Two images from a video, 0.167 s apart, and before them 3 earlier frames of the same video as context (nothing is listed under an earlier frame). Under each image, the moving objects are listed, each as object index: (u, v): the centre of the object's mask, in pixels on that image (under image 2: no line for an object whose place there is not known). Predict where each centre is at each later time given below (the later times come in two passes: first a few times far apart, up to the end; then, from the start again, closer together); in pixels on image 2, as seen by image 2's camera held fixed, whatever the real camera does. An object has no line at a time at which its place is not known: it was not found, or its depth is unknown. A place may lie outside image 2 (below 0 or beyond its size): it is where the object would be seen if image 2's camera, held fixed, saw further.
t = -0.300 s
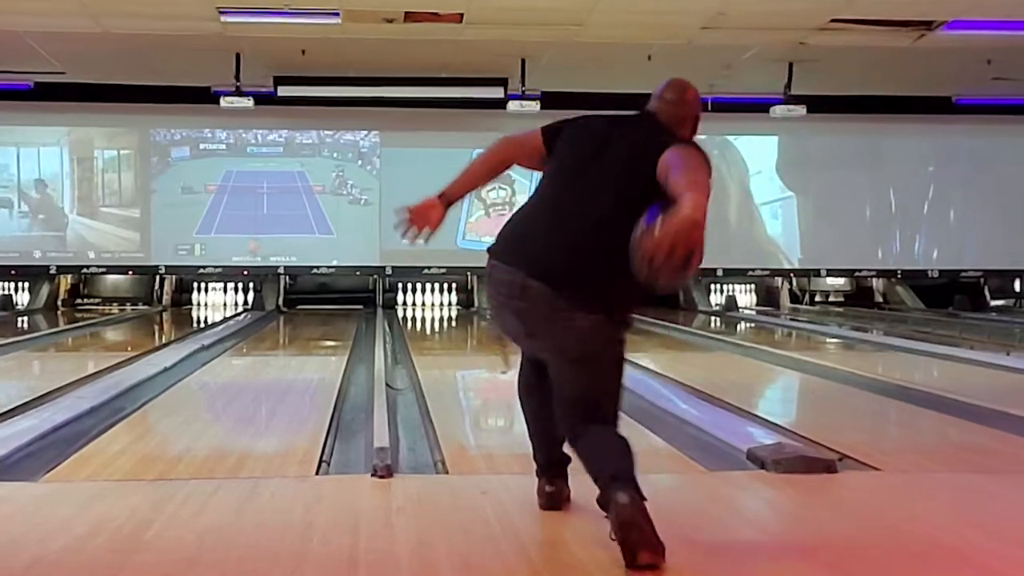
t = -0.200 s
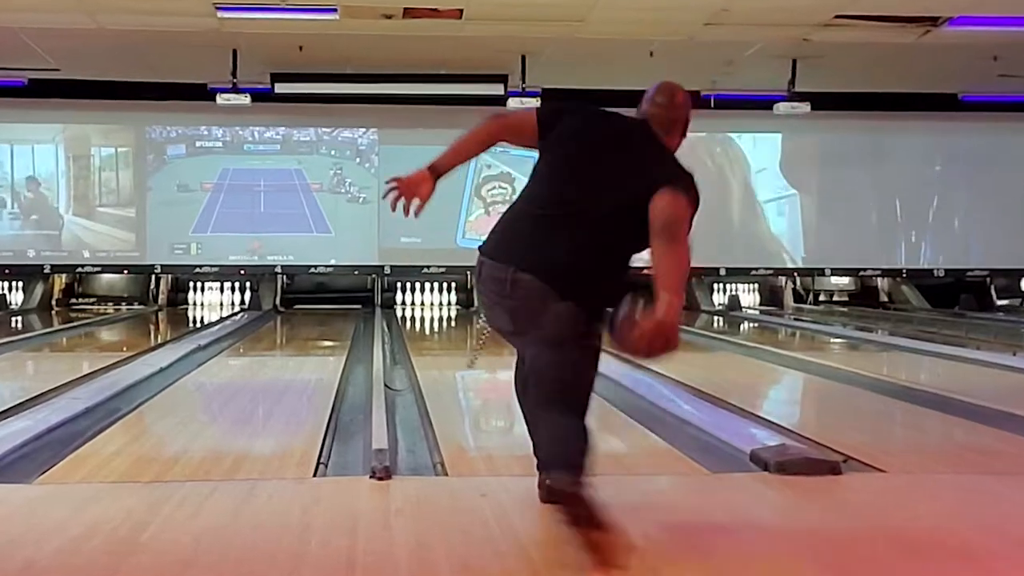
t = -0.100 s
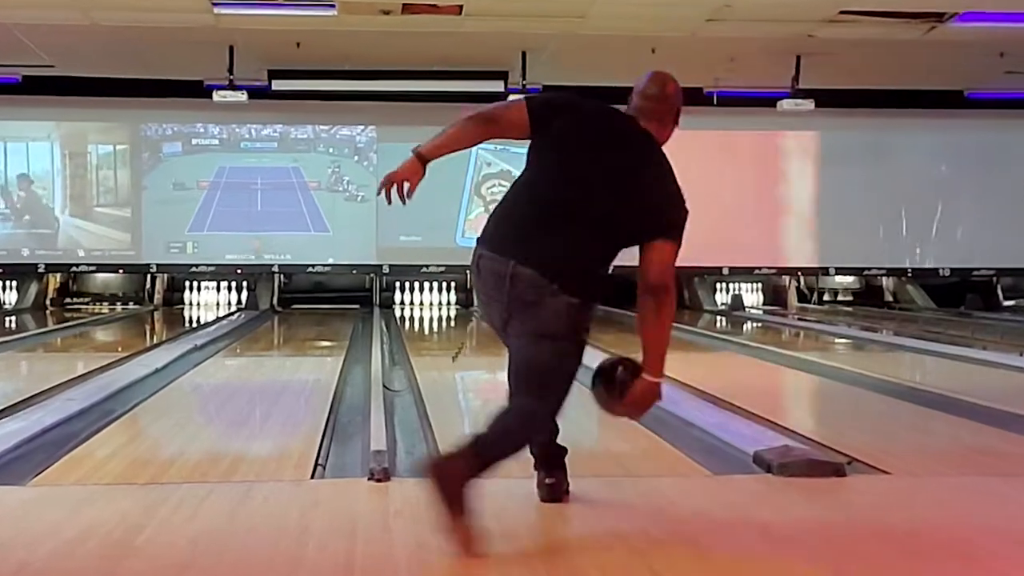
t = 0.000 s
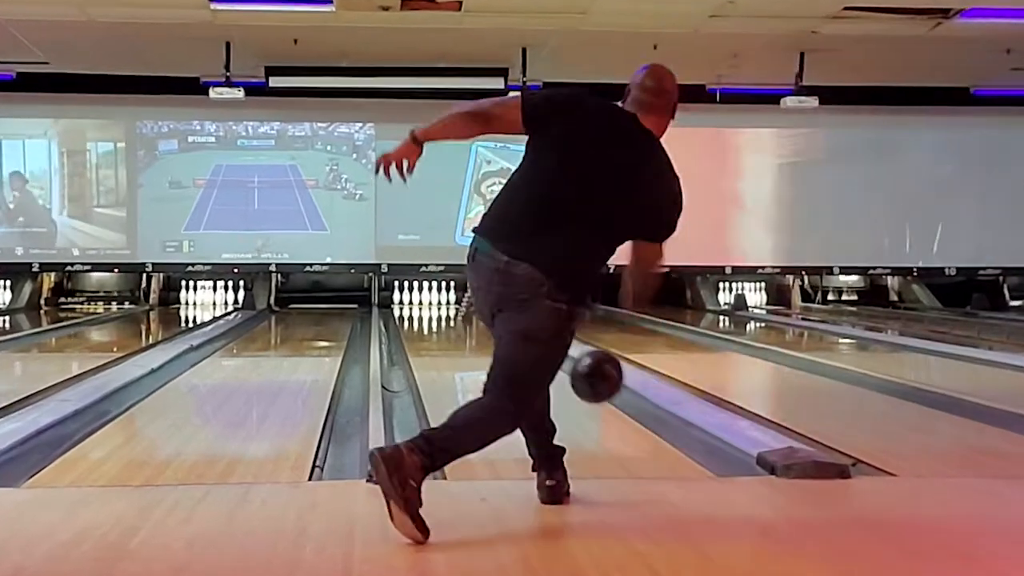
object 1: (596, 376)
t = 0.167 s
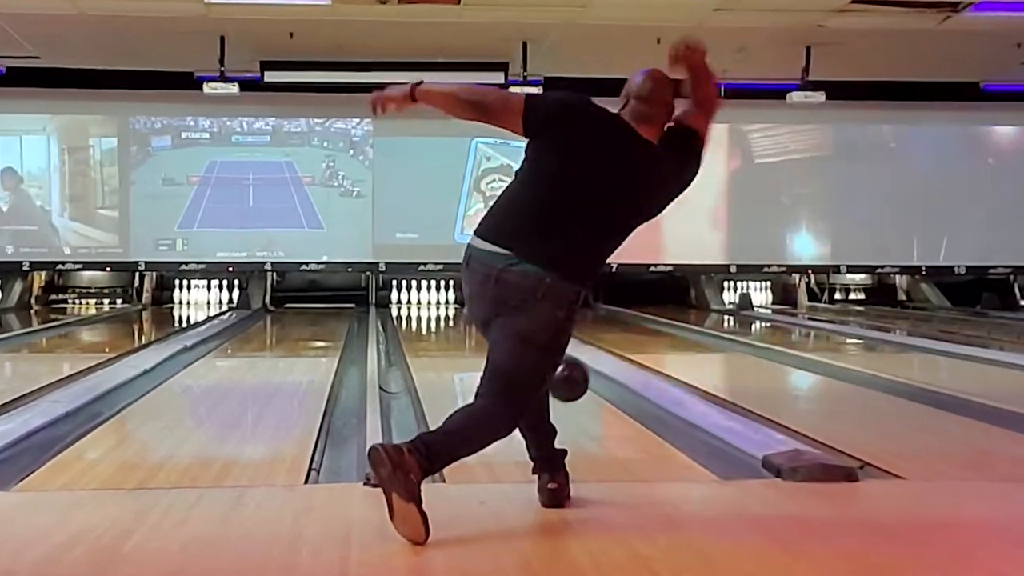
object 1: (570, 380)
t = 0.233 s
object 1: (563, 396)
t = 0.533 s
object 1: (517, 367)
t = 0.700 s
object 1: (510, 357)
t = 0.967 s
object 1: (496, 341)
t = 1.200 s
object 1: (486, 333)
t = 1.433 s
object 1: (476, 327)
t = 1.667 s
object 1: (467, 319)
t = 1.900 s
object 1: (458, 313)
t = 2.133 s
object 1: (446, 309)
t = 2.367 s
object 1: (431, 305)
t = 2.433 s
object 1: (426, 304)
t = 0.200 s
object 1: (565, 388)
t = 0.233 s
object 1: (563, 396)
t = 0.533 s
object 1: (517, 367)
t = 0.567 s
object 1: (516, 365)
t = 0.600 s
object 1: (514, 363)
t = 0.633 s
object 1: (513, 361)
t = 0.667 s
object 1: (512, 358)
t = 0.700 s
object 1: (510, 357)
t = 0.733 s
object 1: (510, 355)
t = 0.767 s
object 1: (508, 352)
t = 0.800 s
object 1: (506, 350)
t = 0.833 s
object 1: (504, 348)
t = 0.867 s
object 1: (502, 347)
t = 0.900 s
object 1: (500, 345)
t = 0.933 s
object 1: (498, 343)
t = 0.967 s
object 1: (496, 341)
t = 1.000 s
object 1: (495, 339)
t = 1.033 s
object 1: (493, 339)
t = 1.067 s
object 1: (491, 338)
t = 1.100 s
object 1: (490, 337)
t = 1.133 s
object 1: (488, 335)
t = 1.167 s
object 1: (488, 335)
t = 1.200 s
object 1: (486, 333)
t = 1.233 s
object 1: (485, 332)
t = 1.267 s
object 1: (483, 330)
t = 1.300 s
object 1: (482, 330)
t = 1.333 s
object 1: (480, 329)
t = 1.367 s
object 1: (480, 329)
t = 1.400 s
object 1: (478, 328)
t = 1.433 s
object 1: (476, 327)
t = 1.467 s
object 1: (475, 325)
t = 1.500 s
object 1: (473, 324)
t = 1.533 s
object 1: (473, 323)
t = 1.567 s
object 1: (471, 322)
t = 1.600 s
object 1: (470, 322)
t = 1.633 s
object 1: (468, 320)
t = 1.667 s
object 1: (467, 319)
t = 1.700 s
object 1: (466, 318)
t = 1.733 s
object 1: (464, 318)
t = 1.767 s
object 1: (463, 316)
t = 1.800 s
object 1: (463, 316)
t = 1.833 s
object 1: (462, 316)
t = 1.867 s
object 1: (460, 314)
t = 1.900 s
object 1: (458, 313)
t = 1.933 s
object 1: (456, 312)
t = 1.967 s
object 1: (454, 312)
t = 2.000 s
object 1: (453, 311)
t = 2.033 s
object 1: (452, 311)
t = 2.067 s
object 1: (450, 309)
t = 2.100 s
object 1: (449, 309)
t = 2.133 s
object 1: (446, 309)
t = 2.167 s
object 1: (445, 308)
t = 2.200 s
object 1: (441, 308)
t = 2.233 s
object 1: (439, 307)
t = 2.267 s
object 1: (438, 306)
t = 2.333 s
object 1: (433, 305)
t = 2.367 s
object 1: (431, 305)
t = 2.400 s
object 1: (429, 303)
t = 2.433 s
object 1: (426, 304)
